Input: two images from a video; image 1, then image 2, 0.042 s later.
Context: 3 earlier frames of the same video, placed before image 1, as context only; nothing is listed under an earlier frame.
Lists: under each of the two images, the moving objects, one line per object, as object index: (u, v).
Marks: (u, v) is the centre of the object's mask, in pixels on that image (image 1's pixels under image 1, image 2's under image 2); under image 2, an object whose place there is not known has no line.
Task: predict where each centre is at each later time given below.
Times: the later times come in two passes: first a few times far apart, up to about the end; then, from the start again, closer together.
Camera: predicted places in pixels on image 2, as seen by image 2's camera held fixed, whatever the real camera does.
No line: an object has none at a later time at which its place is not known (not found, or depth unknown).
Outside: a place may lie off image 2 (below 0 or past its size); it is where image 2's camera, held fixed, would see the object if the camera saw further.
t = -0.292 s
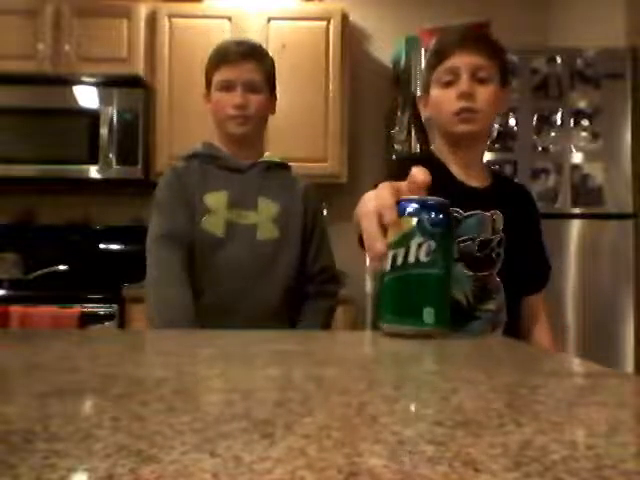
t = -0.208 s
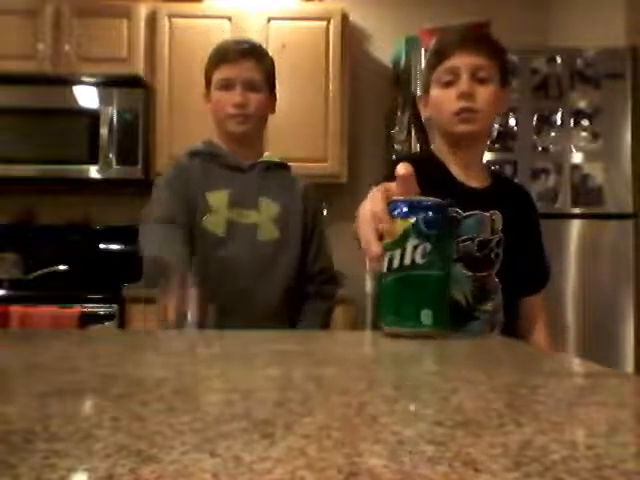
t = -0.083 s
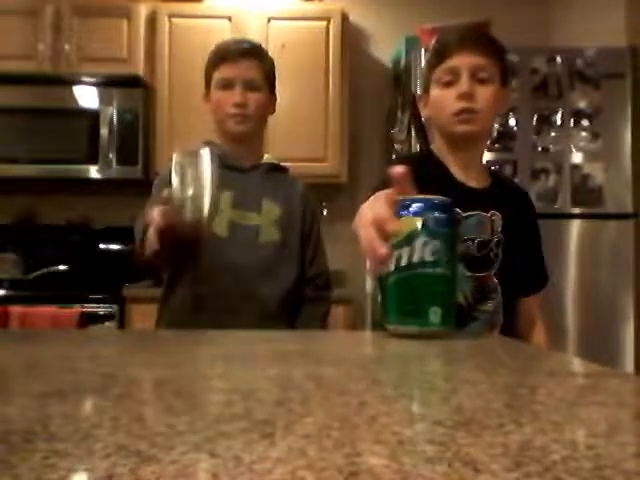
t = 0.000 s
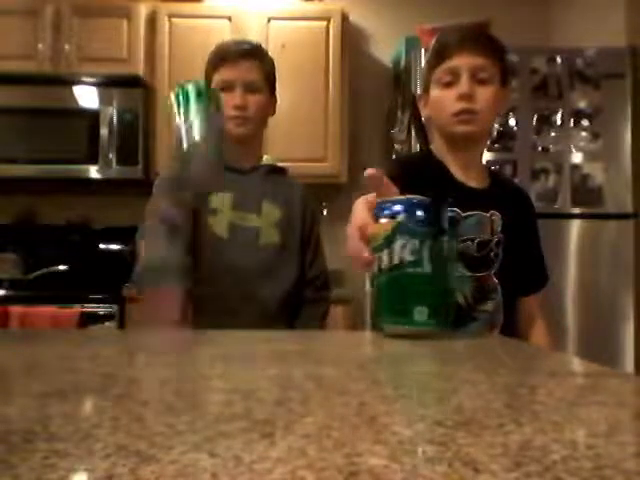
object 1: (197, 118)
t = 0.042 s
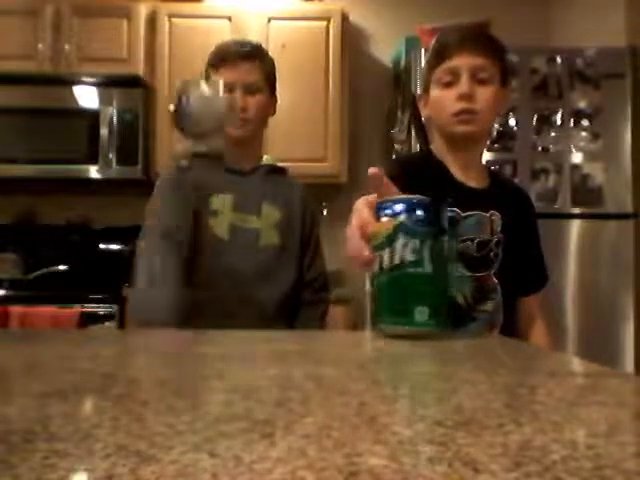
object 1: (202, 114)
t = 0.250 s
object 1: (217, 271)
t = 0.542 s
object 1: (245, 301)
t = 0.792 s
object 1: (261, 323)
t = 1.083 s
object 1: (259, 326)
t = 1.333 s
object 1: (261, 326)
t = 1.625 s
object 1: (262, 325)
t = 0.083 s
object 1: (203, 100)
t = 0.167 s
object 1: (208, 137)
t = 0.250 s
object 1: (217, 271)
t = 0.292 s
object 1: (223, 274)
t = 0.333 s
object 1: (222, 261)
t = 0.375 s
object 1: (224, 256)
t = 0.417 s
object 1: (228, 258)
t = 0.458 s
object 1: (238, 282)
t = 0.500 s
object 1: (242, 298)
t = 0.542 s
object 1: (245, 301)
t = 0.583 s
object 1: (250, 310)
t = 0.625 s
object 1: (256, 317)
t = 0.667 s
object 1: (258, 313)
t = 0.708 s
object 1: (260, 314)
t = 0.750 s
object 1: (260, 319)
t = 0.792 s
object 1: (261, 323)
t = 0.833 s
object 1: (260, 324)
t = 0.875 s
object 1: (260, 325)
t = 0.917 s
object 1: (260, 325)
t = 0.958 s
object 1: (260, 325)
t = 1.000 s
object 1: (259, 325)
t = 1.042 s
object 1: (259, 326)
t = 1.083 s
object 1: (259, 326)
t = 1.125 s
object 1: (259, 326)
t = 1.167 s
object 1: (259, 325)
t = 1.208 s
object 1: (260, 326)
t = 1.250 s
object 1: (260, 326)
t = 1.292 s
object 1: (260, 326)
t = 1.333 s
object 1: (261, 326)
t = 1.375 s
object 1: (261, 326)
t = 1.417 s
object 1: (261, 325)
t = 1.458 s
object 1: (261, 326)
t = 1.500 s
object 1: (261, 325)
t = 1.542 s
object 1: (261, 326)
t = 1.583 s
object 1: (262, 326)
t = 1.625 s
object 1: (262, 325)
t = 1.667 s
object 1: (262, 325)
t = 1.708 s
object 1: (262, 325)
